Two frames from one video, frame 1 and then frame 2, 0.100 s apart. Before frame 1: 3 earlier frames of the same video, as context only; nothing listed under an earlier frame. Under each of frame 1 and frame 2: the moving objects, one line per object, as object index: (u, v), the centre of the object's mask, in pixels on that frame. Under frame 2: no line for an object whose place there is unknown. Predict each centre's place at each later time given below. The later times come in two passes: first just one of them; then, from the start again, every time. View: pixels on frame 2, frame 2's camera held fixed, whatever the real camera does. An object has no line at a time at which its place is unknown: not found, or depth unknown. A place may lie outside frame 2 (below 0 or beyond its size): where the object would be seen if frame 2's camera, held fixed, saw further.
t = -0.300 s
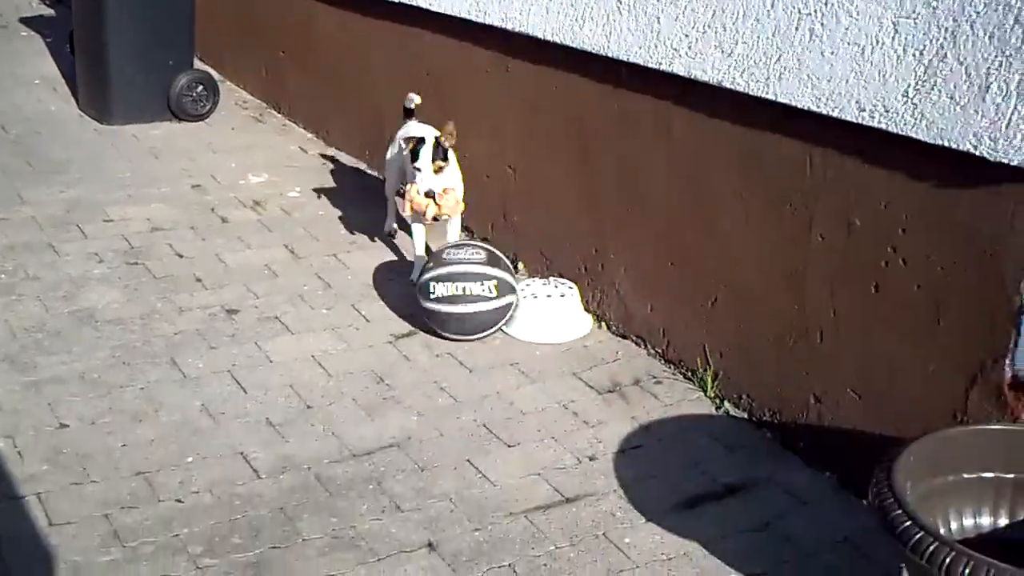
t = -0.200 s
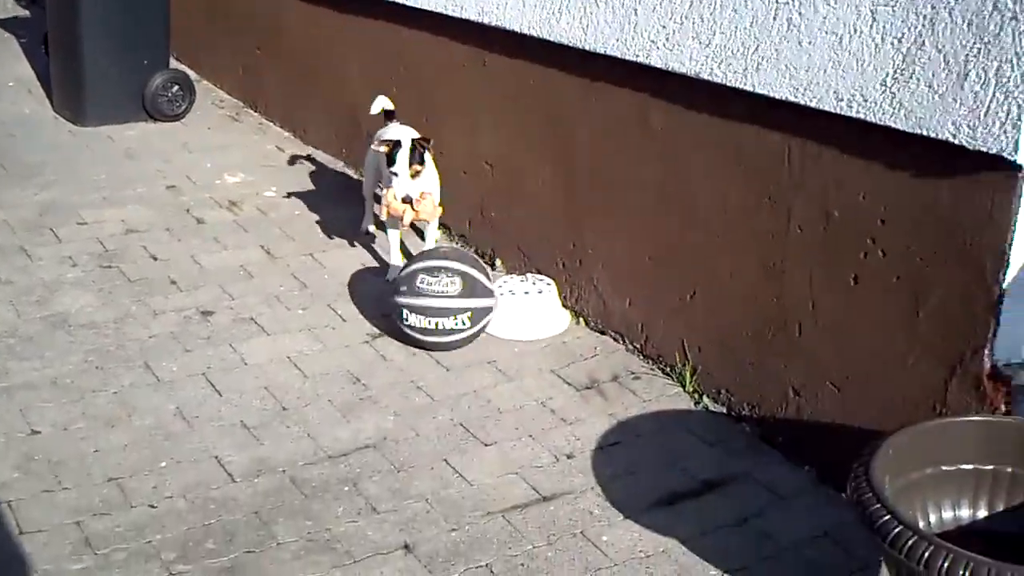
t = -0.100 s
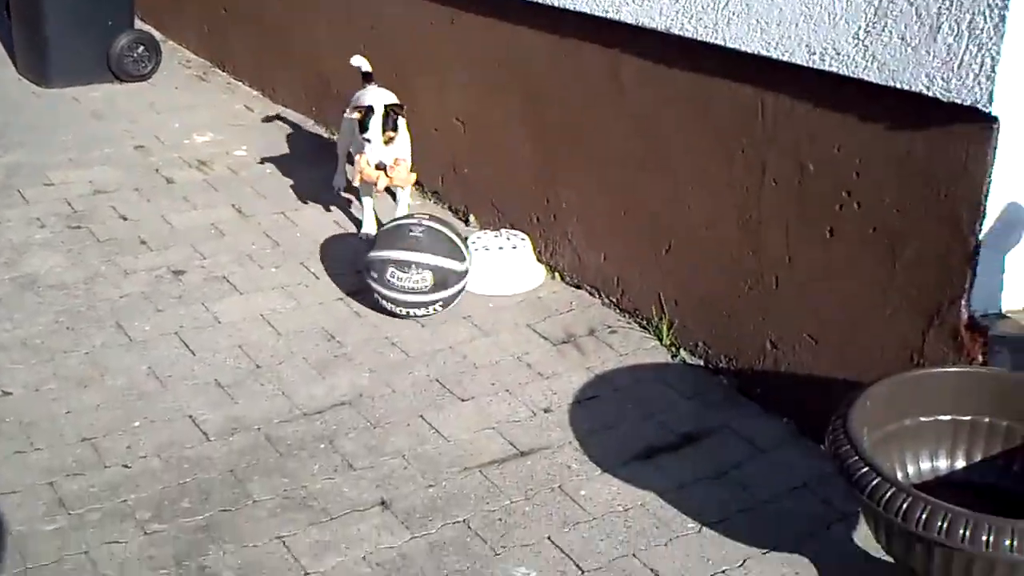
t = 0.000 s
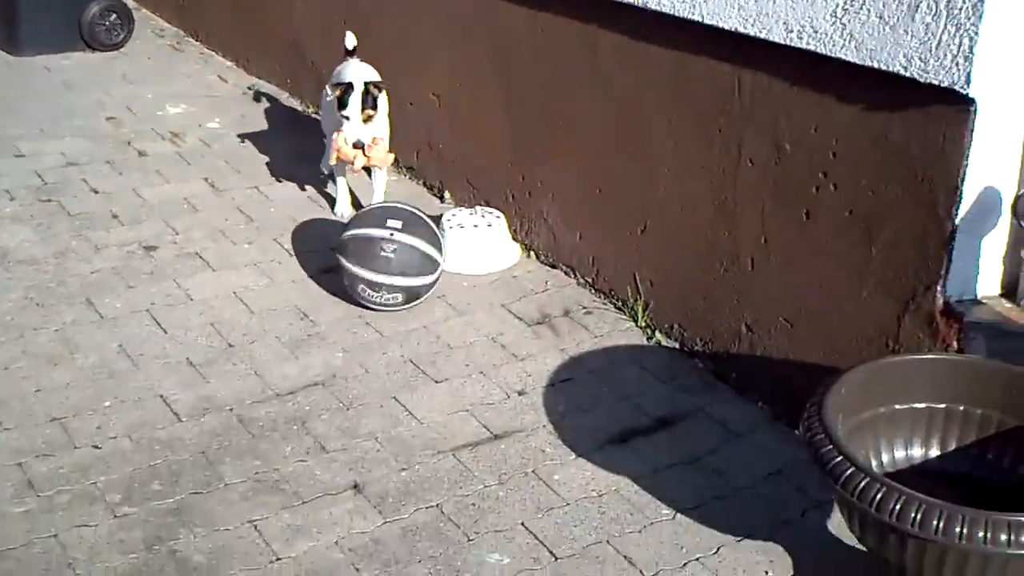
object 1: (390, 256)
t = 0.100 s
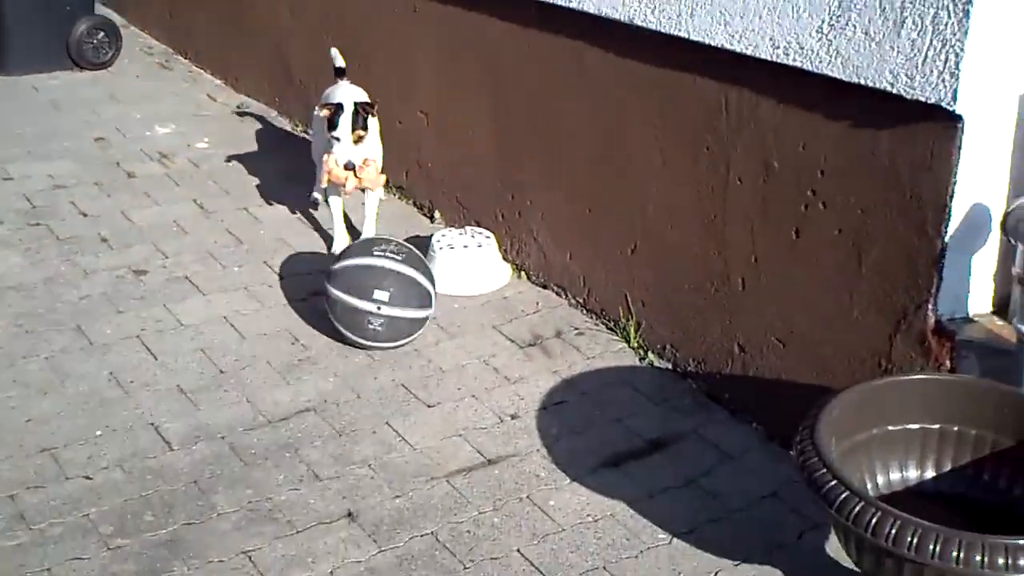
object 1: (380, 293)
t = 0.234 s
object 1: (378, 315)
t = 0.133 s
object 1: (380, 299)
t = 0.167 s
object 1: (380, 304)
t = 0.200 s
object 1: (379, 309)
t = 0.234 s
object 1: (378, 315)
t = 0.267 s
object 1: (378, 321)
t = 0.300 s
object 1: (378, 328)
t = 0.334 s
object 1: (376, 334)
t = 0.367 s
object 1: (375, 342)
